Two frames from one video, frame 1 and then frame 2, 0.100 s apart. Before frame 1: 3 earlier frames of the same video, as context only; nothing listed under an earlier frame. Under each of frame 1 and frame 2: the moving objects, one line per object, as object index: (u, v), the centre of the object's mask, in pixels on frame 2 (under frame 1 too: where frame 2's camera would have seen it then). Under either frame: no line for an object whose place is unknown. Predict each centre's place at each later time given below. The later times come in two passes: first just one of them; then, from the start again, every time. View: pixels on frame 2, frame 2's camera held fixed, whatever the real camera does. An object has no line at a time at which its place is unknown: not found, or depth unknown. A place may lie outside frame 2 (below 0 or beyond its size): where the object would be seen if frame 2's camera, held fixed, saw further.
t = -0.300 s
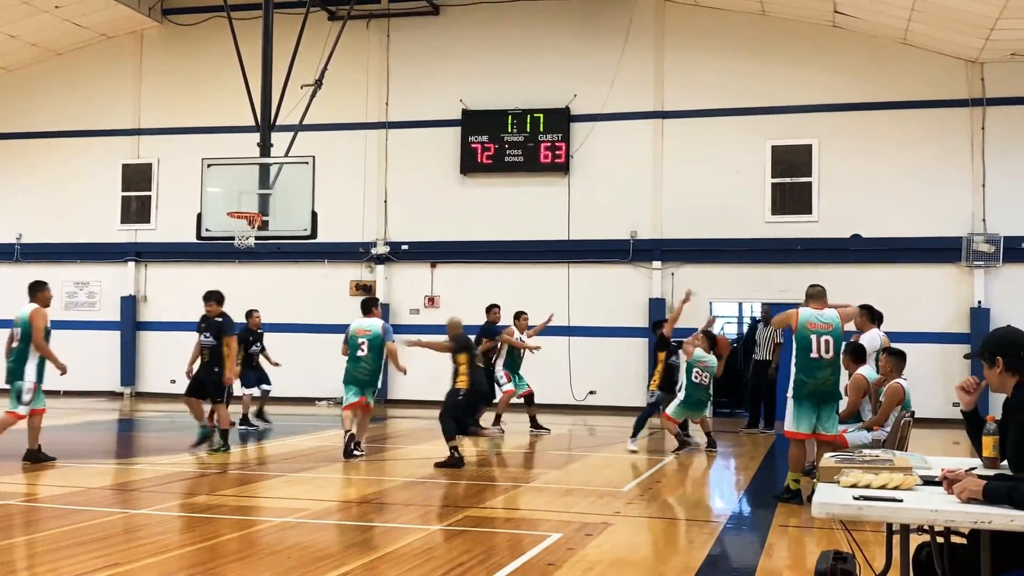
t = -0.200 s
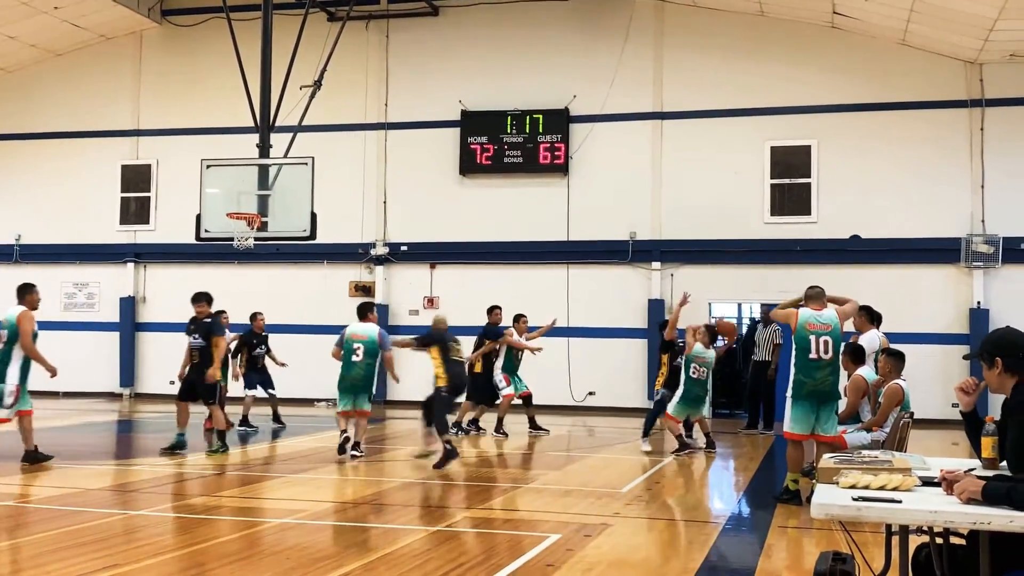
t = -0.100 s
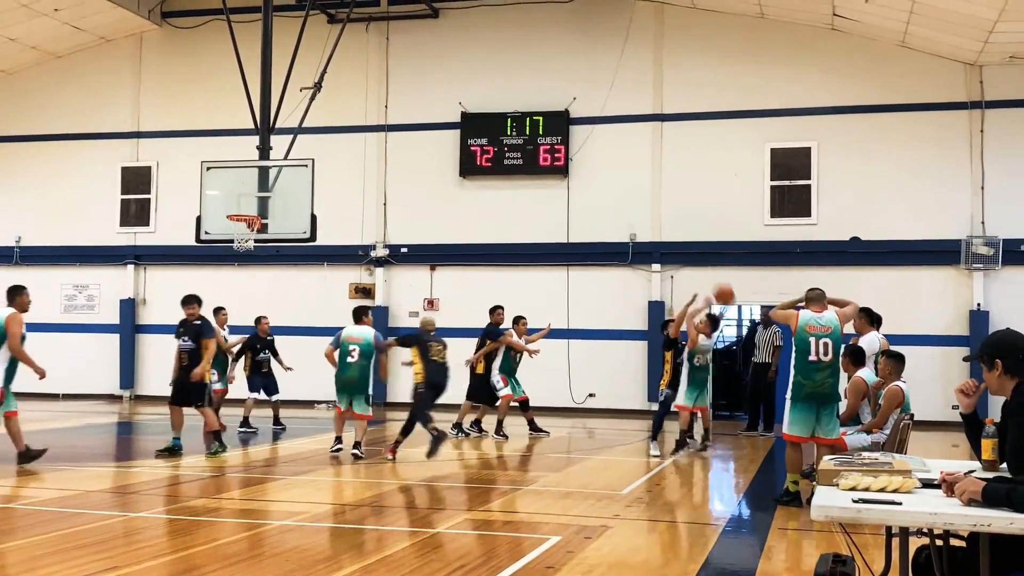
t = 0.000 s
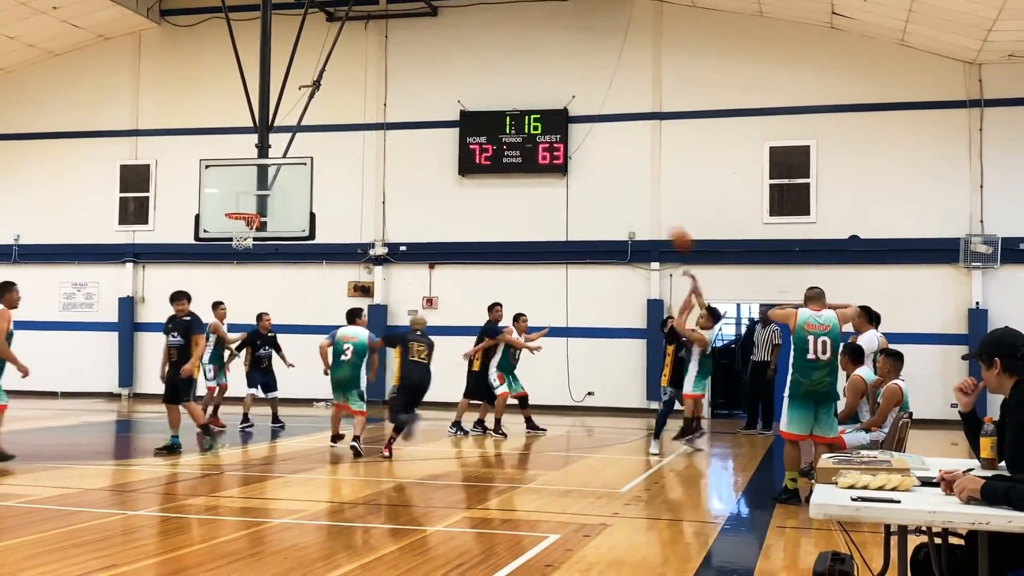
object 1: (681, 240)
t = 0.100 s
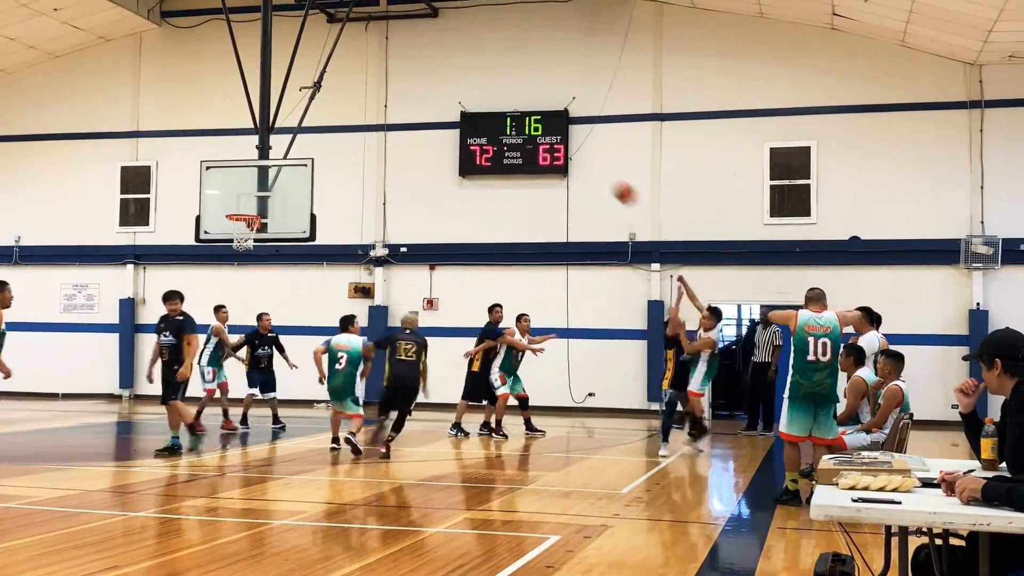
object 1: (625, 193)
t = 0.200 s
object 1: (569, 152)
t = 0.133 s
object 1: (605, 179)
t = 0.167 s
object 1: (586, 165)
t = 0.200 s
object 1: (569, 152)
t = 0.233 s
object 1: (549, 137)
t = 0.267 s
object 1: (526, 129)
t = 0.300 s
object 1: (508, 119)
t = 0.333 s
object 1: (489, 110)
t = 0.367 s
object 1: (467, 100)
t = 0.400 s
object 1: (445, 93)
